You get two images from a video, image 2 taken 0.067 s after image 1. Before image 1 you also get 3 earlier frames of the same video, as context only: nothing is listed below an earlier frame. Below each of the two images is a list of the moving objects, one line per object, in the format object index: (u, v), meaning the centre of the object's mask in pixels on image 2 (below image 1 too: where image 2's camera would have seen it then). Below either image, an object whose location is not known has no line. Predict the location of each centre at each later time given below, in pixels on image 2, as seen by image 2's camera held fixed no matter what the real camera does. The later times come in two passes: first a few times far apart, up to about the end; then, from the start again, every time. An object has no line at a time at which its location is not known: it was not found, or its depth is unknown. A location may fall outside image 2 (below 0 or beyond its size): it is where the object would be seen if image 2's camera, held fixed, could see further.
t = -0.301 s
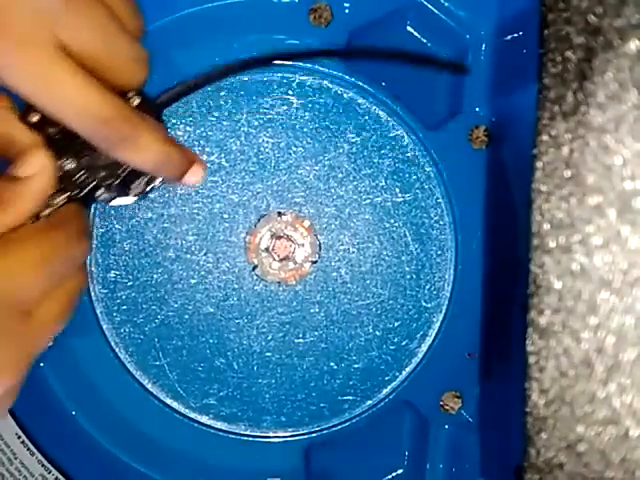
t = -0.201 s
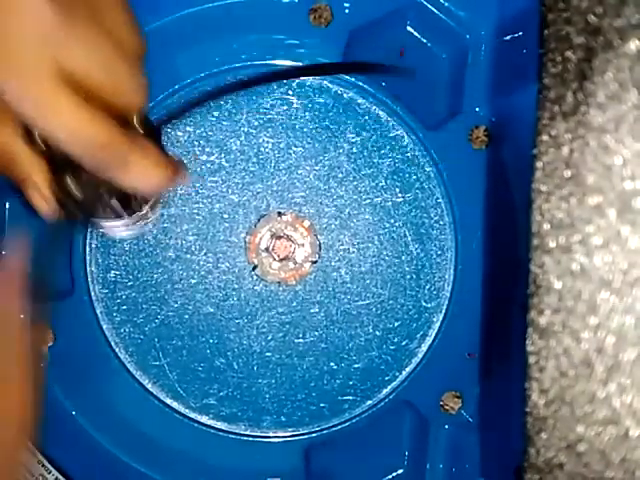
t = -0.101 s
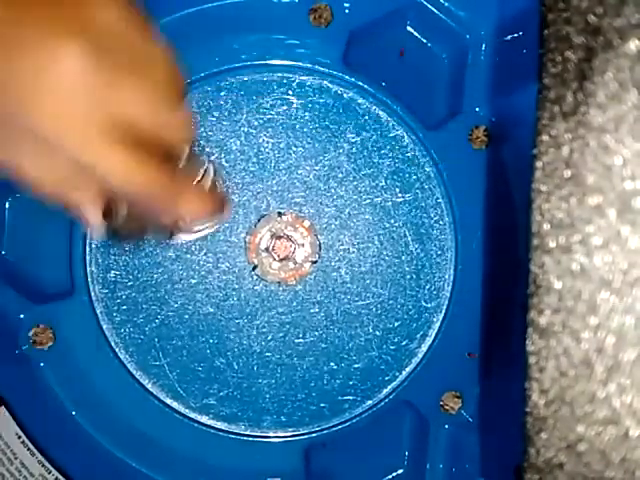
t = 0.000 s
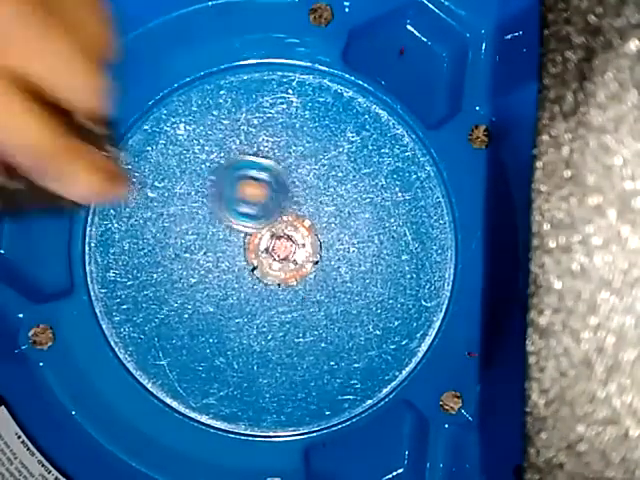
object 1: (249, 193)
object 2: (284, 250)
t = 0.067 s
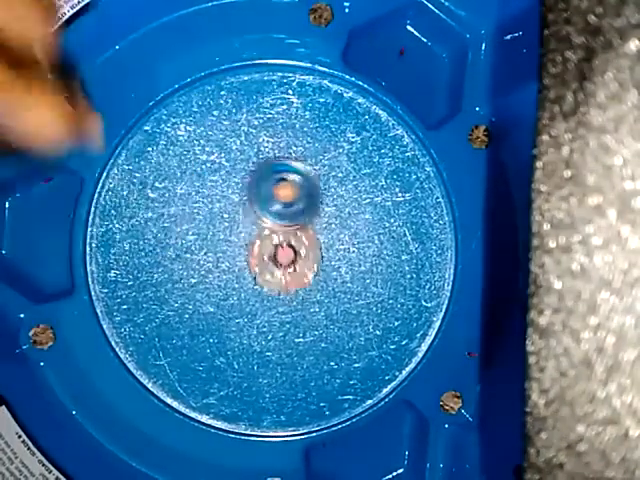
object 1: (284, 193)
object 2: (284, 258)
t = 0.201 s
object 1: (314, 194)
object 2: (285, 269)
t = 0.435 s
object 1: (260, 173)
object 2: (277, 262)
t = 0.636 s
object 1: (165, 163)
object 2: (283, 259)
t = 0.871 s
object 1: (111, 238)
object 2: (281, 262)
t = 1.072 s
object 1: (182, 301)
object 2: (280, 258)
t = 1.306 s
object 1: (147, 341)
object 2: (426, 214)
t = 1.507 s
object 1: (236, 326)
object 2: (395, 222)
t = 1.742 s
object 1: (276, 240)
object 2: (344, 201)
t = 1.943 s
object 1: (234, 186)
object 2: (343, 191)
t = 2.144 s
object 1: (195, 196)
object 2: (320, 197)
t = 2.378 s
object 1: (211, 231)
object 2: (293, 193)
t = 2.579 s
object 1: (234, 249)
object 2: (296, 185)
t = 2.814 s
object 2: (319, 180)
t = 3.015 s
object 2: (301, 198)
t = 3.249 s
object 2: (276, 197)
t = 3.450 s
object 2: (263, 190)
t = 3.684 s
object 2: (256, 197)
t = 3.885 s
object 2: (246, 198)
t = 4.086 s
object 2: (243, 210)
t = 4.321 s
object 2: (227, 220)
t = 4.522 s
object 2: (230, 223)
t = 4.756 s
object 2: (217, 224)
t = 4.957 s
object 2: (224, 223)
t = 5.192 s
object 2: (218, 237)
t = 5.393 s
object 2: (218, 230)
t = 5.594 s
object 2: (230, 235)
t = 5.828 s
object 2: (224, 237)
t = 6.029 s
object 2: (230, 233)
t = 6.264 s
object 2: (223, 223)
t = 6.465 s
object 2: (219, 233)
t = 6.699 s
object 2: (210, 217)
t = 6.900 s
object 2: (193, 196)
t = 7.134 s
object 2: (207, 223)
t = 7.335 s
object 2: (204, 240)
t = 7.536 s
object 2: (198, 247)
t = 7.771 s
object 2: (177, 233)
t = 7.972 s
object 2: (167, 207)
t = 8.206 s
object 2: (200, 243)
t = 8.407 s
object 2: (201, 258)
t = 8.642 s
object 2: (193, 269)
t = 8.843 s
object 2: (134, 259)
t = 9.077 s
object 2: (186, 269)
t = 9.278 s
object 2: (212, 290)
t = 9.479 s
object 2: (214, 315)
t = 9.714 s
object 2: (207, 316)
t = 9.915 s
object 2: (204, 322)
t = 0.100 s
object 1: (294, 192)
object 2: (285, 263)
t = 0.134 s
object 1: (304, 192)
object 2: (285, 265)
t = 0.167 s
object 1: (311, 193)
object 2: (285, 268)
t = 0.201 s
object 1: (314, 194)
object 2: (285, 269)
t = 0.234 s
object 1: (313, 194)
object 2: (285, 269)
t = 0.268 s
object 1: (309, 194)
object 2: (284, 268)
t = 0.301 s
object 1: (302, 193)
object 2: (284, 266)
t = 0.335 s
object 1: (293, 191)
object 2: (282, 264)
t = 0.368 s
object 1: (284, 185)
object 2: (279, 263)
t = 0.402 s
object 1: (273, 179)
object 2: (277, 262)
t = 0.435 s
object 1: (260, 173)
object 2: (277, 262)
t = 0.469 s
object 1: (244, 168)
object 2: (278, 261)
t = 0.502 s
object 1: (229, 164)
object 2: (279, 260)
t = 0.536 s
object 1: (214, 162)
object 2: (280, 260)
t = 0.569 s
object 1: (197, 160)
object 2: (282, 259)
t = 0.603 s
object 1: (180, 161)
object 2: (283, 259)
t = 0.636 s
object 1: (165, 163)
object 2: (283, 259)
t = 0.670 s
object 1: (150, 168)
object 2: (283, 260)
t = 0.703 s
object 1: (137, 175)
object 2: (282, 260)
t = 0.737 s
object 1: (127, 184)
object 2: (282, 261)
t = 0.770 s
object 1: (118, 196)
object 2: (281, 261)
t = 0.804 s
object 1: (113, 209)
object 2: (281, 261)
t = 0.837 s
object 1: (110, 224)
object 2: (281, 262)
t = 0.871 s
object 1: (111, 238)
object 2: (281, 262)
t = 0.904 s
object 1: (115, 252)
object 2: (281, 261)
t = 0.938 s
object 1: (123, 267)
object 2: (280, 260)
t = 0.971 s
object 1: (135, 279)
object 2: (280, 260)
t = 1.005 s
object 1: (149, 289)
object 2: (279, 259)
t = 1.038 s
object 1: (166, 297)
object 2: (280, 258)
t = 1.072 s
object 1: (182, 301)
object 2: (280, 258)
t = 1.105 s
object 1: (200, 301)
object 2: (280, 257)
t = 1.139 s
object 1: (195, 309)
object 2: (293, 254)
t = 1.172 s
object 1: (173, 319)
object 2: (334, 240)
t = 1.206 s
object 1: (156, 328)
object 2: (366, 230)
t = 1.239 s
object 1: (146, 335)
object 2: (393, 223)
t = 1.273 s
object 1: (143, 339)
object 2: (414, 217)
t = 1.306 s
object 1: (147, 341)
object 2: (426, 214)
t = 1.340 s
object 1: (158, 343)
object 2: (428, 215)
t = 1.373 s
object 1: (171, 344)
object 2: (426, 217)
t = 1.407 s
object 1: (188, 343)
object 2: (422, 220)
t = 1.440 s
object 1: (202, 340)
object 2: (416, 222)
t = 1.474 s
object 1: (219, 334)
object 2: (405, 223)
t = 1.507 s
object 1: (236, 326)
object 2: (395, 222)
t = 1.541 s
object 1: (251, 317)
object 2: (383, 221)
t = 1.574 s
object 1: (265, 304)
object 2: (371, 220)
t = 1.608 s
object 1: (277, 290)
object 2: (360, 219)
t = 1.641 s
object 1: (286, 274)
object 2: (349, 218)
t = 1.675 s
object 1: (285, 261)
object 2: (344, 212)
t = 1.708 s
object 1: (281, 251)
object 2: (344, 206)
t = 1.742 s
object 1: (276, 240)
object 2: (344, 201)
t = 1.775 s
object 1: (272, 229)
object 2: (344, 197)
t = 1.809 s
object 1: (267, 217)
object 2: (344, 195)
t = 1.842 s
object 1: (260, 206)
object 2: (344, 192)
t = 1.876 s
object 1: (252, 197)
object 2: (343, 191)
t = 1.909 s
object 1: (243, 191)
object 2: (343, 190)
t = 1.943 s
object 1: (234, 186)
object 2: (343, 191)
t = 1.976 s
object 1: (226, 184)
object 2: (341, 191)
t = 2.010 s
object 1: (217, 183)
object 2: (339, 192)
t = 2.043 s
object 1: (210, 184)
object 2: (336, 192)
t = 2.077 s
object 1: (203, 187)
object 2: (331, 194)
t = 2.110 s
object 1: (198, 191)
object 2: (324, 195)
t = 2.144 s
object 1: (195, 196)
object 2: (320, 197)
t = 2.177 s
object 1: (194, 202)
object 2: (313, 198)
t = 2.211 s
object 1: (193, 208)
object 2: (308, 198)
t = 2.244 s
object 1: (195, 213)
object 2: (304, 198)
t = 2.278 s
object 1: (197, 218)
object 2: (301, 198)
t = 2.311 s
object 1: (201, 223)
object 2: (298, 197)
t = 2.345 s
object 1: (206, 227)
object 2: (296, 195)
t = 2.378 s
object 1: (211, 231)
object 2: (293, 193)
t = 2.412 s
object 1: (218, 233)
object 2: (290, 191)
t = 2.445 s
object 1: (223, 236)
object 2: (289, 190)
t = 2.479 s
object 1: (223, 241)
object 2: (292, 186)
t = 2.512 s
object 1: (225, 245)
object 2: (294, 184)
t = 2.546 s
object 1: (229, 248)
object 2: (295, 184)
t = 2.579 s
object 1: (234, 249)
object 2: (296, 185)
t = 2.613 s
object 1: (240, 250)
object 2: (296, 188)
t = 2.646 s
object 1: (243, 253)
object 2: (297, 190)
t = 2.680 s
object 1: (238, 266)
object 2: (308, 183)
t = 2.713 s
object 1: (235, 277)
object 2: (315, 178)
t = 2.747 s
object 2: (317, 177)
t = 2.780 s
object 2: (317, 178)
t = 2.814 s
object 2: (319, 180)
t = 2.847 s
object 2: (319, 184)
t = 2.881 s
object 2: (319, 187)
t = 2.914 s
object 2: (317, 191)
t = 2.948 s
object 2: (313, 193)
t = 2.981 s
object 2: (307, 197)
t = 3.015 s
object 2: (301, 198)
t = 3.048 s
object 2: (296, 198)
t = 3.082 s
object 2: (292, 197)
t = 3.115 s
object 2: (290, 197)
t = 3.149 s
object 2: (287, 197)
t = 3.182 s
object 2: (283, 197)
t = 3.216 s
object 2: (280, 197)
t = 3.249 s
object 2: (276, 197)
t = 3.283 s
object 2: (274, 196)
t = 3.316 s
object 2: (270, 195)
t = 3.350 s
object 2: (267, 194)
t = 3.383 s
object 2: (265, 193)
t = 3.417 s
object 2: (264, 191)
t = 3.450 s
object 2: (263, 190)
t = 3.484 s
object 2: (263, 189)
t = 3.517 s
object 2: (262, 190)
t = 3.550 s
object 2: (262, 191)
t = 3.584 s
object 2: (261, 193)
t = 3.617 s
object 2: (260, 194)
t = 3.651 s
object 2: (258, 196)
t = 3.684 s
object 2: (256, 197)
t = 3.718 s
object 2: (254, 197)
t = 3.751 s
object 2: (251, 195)
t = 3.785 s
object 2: (247, 195)
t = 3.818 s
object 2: (245, 195)
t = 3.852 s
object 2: (245, 197)
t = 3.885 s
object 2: (246, 198)
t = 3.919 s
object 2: (247, 198)
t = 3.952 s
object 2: (247, 199)
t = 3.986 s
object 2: (246, 200)
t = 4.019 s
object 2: (246, 203)
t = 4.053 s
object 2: (245, 206)
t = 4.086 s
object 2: (243, 210)
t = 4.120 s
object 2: (242, 213)
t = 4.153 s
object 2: (241, 216)
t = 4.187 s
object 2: (238, 218)
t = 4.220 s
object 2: (236, 219)
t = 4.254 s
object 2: (233, 220)
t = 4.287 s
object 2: (230, 220)
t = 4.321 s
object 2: (227, 220)
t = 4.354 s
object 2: (226, 221)
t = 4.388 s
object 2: (226, 221)
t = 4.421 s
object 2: (226, 221)
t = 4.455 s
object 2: (227, 221)
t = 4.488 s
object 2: (229, 221)
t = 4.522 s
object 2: (230, 223)
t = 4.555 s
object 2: (230, 224)
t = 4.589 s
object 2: (231, 228)
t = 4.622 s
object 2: (227, 227)
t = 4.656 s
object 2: (224, 225)
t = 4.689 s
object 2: (220, 225)
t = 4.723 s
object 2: (219, 225)
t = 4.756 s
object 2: (217, 224)
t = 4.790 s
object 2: (217, 223)
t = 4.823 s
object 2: (217, 221)
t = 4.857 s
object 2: (218, 221)
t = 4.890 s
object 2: (220, 221)
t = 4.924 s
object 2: (222, 221)
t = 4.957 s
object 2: (224, 223)
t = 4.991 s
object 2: (226, 227)
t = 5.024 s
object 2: (228, 229)
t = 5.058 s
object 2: (229, 233)
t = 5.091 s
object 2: (229, 236)
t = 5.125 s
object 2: (224, 236)
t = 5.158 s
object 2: (221, 237)
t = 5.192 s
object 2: (218, 237)
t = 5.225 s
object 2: (216, 238)
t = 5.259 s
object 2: (216, 237)
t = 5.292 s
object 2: (217, 236)
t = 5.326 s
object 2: (217, 235)
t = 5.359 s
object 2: (219, 233)
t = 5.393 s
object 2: (218, 230)
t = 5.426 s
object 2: (218, 229)
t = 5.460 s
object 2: (218, 229)
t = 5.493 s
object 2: (219, 230)
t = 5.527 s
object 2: (223, 233)
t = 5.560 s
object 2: (228, 234)
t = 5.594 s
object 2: (230, 235)
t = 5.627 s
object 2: (231, 237)
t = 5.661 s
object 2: (230, 238)
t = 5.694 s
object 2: (229, 238)
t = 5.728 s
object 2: (228, 238)
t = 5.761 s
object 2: (227, 237)
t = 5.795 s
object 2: (226, 237)
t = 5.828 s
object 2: (224, 237)
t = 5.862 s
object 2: (222, 234)
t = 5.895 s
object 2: (222, 233)
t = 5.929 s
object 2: (223, 233)
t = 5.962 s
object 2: (225, 232)
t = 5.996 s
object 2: (227, 232)
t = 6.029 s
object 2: (230, 233)
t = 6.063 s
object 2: (225, 226)
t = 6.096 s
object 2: (222, 222)
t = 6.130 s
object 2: (221, 221)
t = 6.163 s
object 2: (221, 222)
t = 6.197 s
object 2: (221, 222)
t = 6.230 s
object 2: (222, 223)
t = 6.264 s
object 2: (223, 223)
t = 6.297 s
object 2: (224, 224)
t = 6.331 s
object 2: (224, 225)
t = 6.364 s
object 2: (223, 227)
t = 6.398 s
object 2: (224, 230)
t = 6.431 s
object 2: (221, 232)
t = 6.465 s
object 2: (219, 233)
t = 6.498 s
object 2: (217, 233)
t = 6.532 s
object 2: (215, 233)
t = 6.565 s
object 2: (214, 231)
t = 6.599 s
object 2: (212, 227)
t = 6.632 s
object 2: (211, 225)
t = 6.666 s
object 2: (212, 223)
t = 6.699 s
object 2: (210, 217)
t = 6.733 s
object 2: (200, 206)
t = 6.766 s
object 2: (192, 196)
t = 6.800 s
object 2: (189, 193)
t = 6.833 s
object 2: (189, 192)
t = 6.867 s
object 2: (191, 194)
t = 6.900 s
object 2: (193, 196)
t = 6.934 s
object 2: (197, 198)
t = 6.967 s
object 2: (201, 200)
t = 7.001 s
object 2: (203, 205)
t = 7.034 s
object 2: (205, 210)
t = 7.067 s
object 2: (206, 214)
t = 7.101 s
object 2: (207, 219)
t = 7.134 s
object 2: (207, 223)
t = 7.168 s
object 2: (208, 226)
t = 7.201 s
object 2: (207, 229)
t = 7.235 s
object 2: (206, 232)
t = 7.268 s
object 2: (205, 236)
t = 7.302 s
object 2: (205, 238)
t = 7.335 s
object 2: (204, 240)
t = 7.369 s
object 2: (202, 242)
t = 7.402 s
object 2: (201, 243)
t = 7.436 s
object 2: (200, 243)
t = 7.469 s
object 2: (198, 244)
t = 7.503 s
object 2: (198, 245)
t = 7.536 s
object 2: (198, 247)
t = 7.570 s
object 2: (194, 249)
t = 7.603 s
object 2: (191, 249)
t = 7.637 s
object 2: (189, 247)
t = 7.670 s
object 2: (190, 246)
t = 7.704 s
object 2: (191, 244)
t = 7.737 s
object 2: (191, 243)
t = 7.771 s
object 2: (177, 233)
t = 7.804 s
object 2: (163, 224)
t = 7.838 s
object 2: (156, 218)
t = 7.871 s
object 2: (155, 214)
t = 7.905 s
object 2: (157, 211)
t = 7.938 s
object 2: (162, 207)
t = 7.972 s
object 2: (167, 207)
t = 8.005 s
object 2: (175, 209)
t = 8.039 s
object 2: (181, 212)
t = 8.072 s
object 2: (187, 217)
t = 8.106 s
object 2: (192, 224)
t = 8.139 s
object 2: (195, 231)
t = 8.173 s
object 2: (198, 237)
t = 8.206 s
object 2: (200, 243)
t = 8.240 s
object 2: (201, 246)
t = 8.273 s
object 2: (202, 249)
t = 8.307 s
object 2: (201, 251)
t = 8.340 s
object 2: (201, 253)
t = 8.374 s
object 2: (201, 255)
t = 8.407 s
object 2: (201, 258)
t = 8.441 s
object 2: (201, 261)
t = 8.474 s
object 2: (200, 262)
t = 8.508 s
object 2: (200, 264)
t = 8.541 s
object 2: (200, 265)
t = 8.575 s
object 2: (199, 267)
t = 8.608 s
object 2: (195, 268)
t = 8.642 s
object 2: (193, 269)
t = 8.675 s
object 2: (172, 267)
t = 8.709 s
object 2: (150, 265)
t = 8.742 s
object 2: (137, 262)
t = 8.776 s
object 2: (131, 262)
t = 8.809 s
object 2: (131, 261)
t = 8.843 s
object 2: (134, 259)
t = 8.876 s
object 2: (139, 257)
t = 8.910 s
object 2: (144, 256)
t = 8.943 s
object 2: (151, 255)
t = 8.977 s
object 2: (159, 257)
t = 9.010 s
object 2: (169, 260)
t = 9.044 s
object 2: (179, 264)
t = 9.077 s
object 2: (186, 269)
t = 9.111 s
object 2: (194, 274)
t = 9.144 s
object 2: (199, 277)
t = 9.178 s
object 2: (204, 281)
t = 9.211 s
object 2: (207, 284)
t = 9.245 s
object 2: (210, 286)
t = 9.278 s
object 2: (212, 290)
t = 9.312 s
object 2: (214, 292)
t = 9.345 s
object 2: (215, 295)
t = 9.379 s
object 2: (216, 298)
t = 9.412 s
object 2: (217, 301)
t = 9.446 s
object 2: (217, 306)
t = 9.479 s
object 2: (214, 315)
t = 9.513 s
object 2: (211, 320)
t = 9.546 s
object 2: (210, 321)
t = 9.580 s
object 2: (209, 321)
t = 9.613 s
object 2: (207, 319)
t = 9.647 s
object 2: (207, 318)
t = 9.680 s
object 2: (207, 316)
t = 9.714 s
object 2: (207, 316)
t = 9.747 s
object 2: (208, 315)
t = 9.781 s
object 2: (207, 315)
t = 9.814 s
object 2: (203, 319)
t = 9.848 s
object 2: (201, 322)
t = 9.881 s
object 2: (202, 324)
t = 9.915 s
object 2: (204, 322)
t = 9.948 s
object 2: (207, 318)
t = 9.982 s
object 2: (208, 315)
